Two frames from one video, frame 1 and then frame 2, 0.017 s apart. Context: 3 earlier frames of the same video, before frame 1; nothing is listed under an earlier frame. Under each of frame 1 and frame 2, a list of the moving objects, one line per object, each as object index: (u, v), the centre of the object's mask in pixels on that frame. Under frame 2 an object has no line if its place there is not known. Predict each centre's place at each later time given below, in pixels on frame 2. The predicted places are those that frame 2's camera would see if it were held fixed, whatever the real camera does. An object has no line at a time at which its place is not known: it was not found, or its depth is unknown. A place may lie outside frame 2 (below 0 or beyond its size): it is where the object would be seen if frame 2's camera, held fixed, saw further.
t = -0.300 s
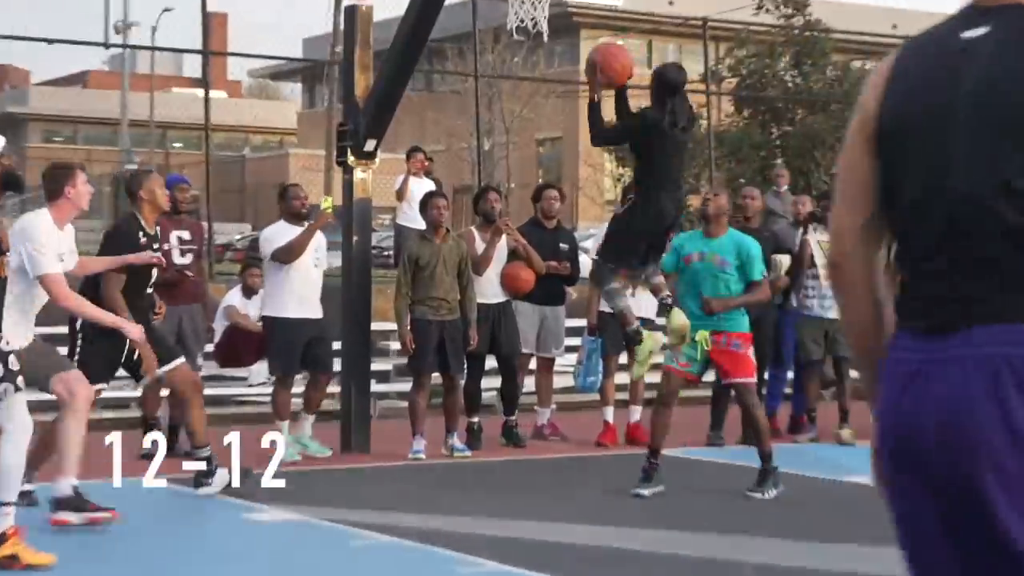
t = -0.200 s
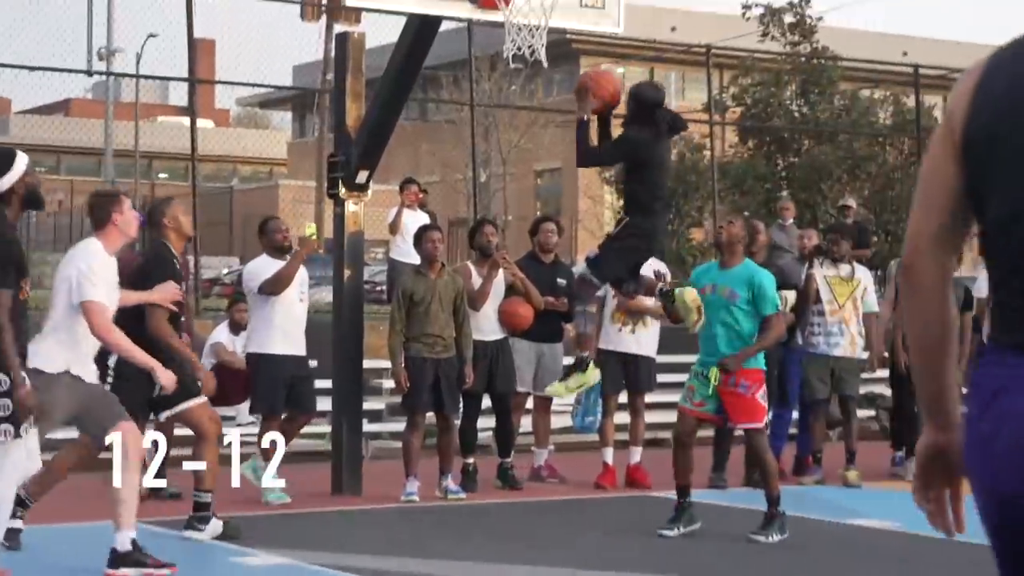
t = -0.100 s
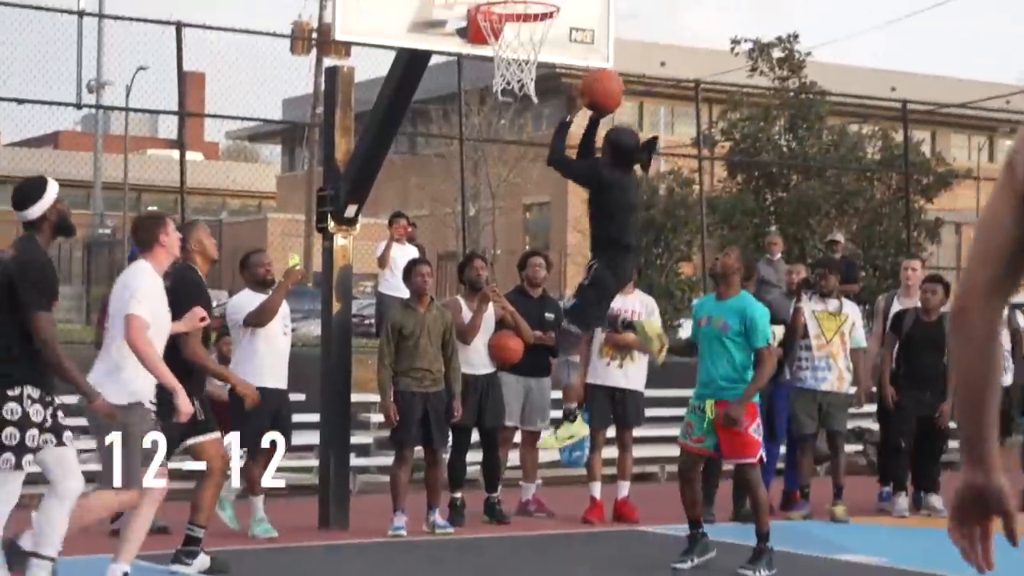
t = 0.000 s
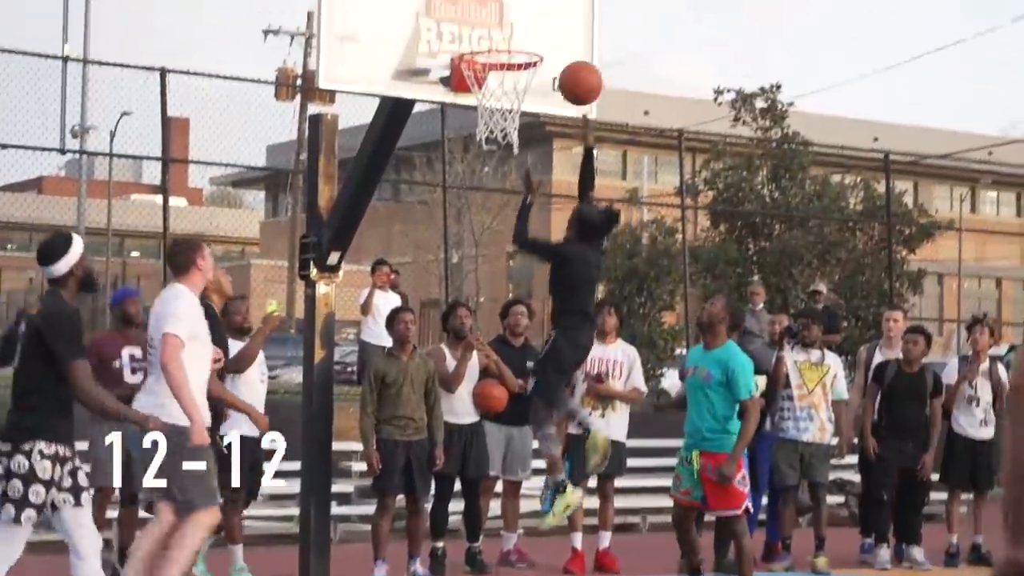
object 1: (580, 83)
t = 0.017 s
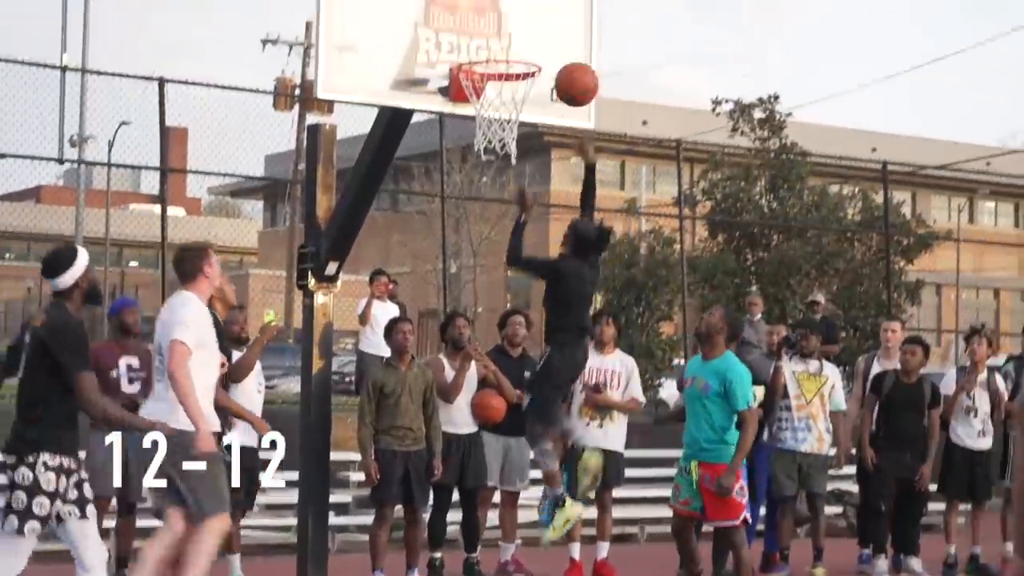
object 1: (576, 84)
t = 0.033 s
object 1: (574, 76)
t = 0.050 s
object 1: (571, 68)
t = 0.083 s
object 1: (566, 55)
